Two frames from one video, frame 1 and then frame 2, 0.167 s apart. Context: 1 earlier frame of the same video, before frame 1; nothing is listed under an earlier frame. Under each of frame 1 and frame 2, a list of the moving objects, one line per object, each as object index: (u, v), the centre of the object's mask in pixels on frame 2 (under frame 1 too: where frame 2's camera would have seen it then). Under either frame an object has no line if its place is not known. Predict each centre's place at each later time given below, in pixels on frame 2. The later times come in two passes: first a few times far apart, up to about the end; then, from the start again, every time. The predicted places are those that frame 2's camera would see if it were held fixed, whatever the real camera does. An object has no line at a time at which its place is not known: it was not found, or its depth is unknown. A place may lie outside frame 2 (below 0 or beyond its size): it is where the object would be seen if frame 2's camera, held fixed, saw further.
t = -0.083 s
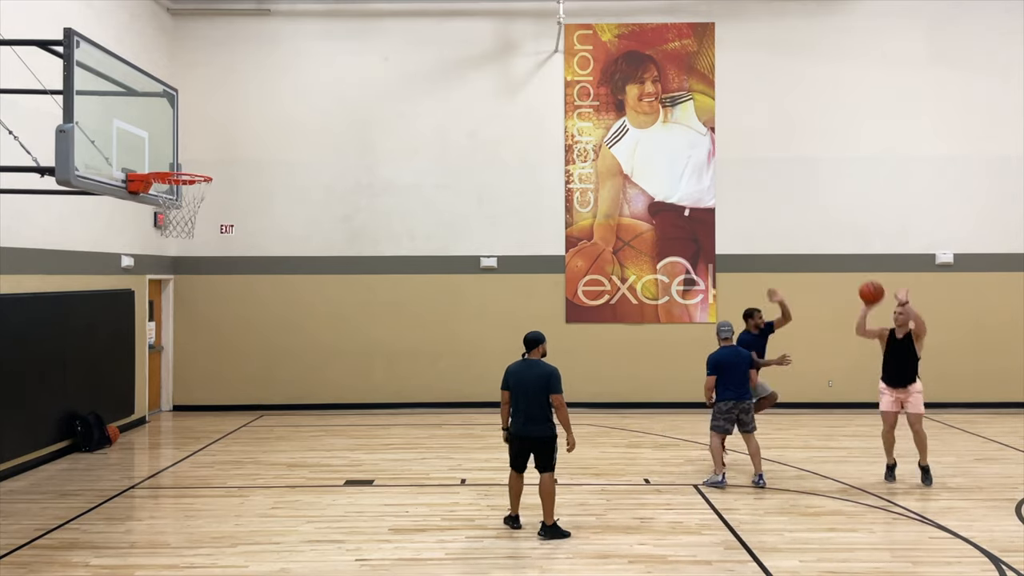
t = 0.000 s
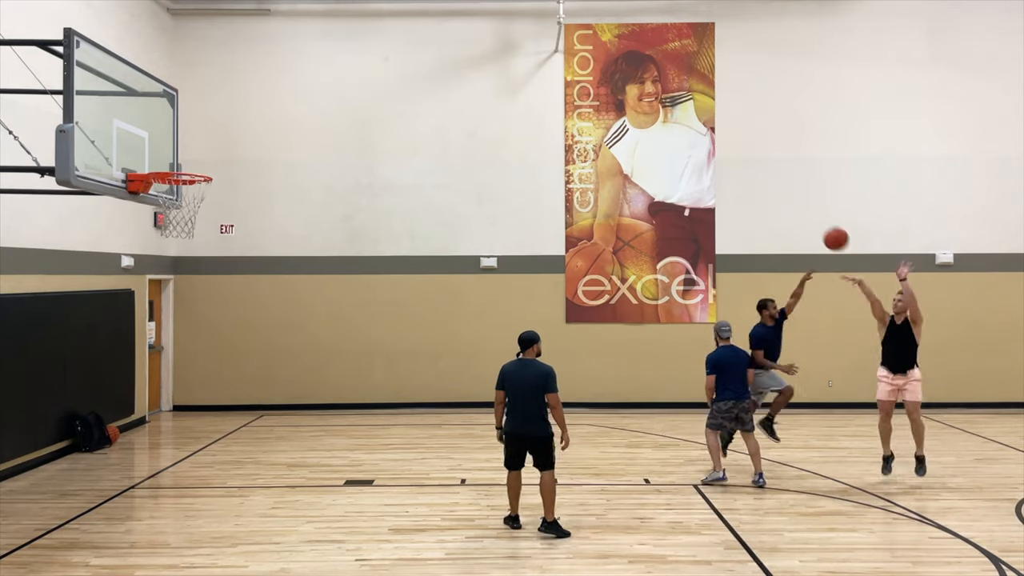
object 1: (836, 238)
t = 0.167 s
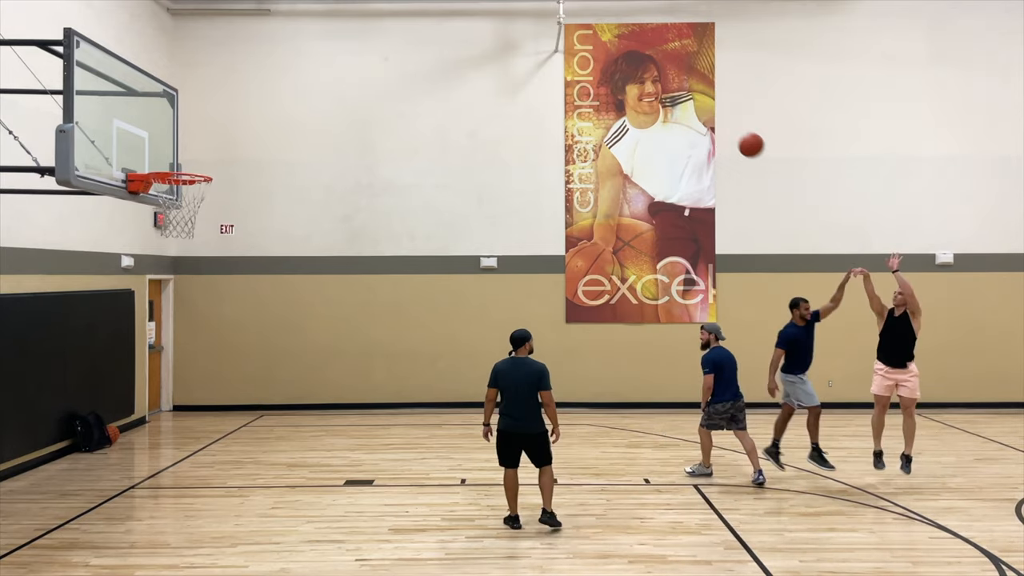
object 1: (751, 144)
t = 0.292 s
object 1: (685, 90)
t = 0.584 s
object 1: (524, 17)
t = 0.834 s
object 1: (375, 22)
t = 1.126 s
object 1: (188, 114)
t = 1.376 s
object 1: (211, 199)
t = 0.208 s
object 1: (729, 125)
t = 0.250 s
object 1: (708, 107)
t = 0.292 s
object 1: (685, 90)
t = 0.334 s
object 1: (663, 75)
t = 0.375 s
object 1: (641, 61)
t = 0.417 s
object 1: (617, 49)
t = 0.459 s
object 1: (594, 39)
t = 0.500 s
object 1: (571, 30)
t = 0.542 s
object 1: (548, 23)
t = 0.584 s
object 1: (524, 17)
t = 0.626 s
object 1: (500, 13)
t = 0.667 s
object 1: (476, 12)
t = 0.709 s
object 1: (451, 12)
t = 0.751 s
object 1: (426, 13)
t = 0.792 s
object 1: (401, 16)
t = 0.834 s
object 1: (375, 22)
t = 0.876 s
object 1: (349, 29)
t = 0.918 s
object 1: (323, 38)
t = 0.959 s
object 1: (297, 49)
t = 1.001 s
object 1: (270, 62)
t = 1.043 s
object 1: (242, 78)
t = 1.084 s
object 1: (215, 95)
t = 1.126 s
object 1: (188, 114)
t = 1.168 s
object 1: (159, 136)
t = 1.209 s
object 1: (153, 156)
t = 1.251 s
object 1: (173, 172)
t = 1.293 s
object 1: (193, 194)
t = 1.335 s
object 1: (206, 202)
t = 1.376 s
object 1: (211, 199)
